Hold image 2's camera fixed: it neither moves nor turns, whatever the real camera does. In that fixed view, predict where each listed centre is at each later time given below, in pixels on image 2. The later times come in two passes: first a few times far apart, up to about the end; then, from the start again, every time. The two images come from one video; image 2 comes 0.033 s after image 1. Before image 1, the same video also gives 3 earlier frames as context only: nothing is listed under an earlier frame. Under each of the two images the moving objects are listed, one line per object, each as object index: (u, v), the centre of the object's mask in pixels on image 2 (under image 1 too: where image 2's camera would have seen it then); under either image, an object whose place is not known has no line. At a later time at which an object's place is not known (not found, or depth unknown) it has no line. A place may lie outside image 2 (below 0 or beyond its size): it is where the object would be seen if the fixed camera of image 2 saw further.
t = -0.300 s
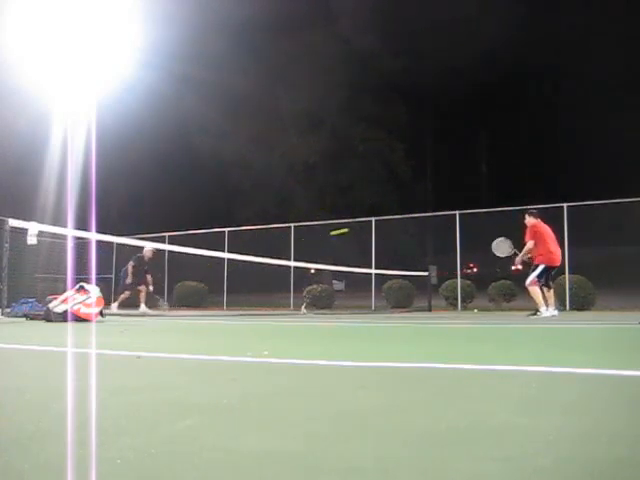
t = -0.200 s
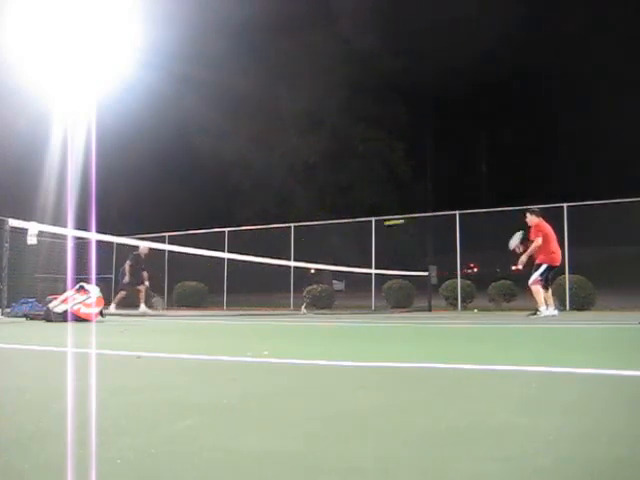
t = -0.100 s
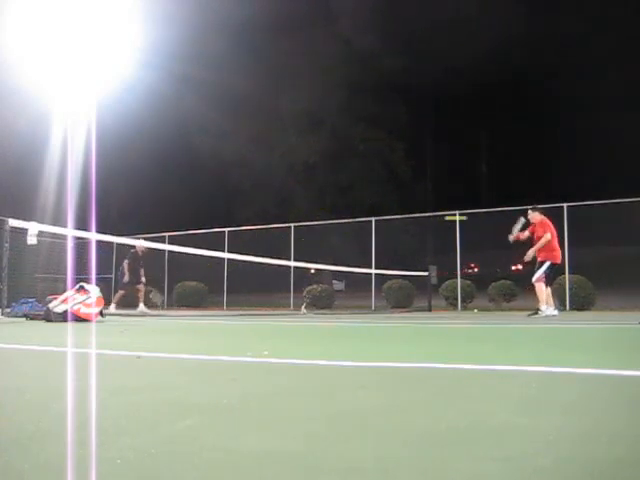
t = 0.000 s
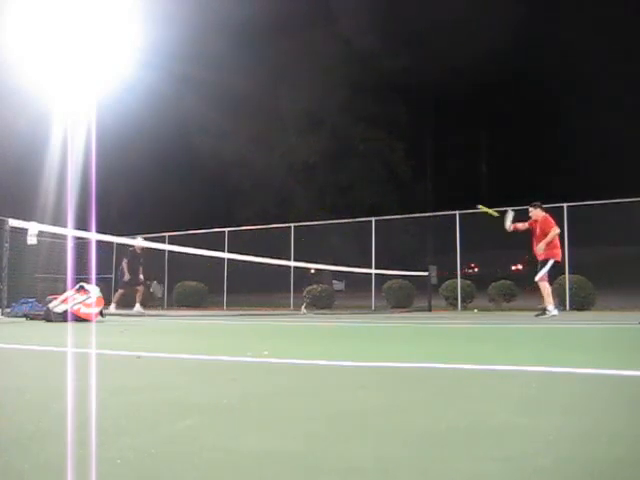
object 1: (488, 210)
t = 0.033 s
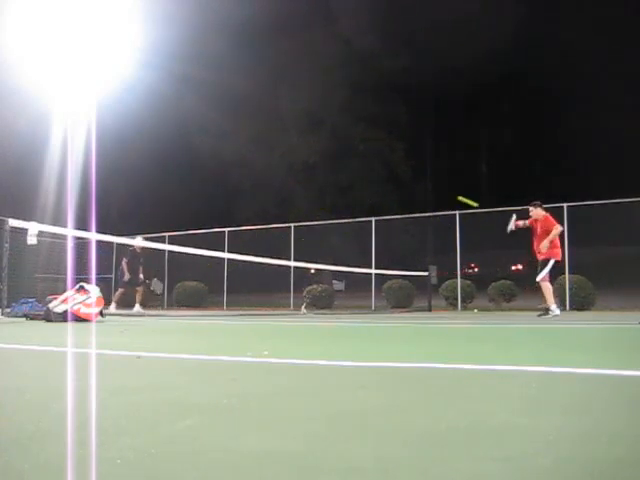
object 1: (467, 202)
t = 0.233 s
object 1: (360, 166)
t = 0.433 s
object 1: (270, 158)
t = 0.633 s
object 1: (195, 170)
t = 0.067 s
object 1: (448, 193)
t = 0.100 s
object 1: (429, 186)
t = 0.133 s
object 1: (411, 180)
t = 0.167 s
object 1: (393, 174)
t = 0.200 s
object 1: (376, 170)
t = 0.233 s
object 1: (360, 166)
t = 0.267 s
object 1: (344, 163)
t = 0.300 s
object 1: (328, 161)
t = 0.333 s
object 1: (313, 159)
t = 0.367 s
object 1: (298, 158)
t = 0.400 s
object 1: (284, 157)
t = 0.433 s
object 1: (270, 158)
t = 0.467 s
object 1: (257, 158)
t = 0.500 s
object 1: (244, 160)
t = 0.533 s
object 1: (231, 161)
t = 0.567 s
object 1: (219, 164)
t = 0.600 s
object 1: (206, 167)
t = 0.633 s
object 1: (195, 170)
